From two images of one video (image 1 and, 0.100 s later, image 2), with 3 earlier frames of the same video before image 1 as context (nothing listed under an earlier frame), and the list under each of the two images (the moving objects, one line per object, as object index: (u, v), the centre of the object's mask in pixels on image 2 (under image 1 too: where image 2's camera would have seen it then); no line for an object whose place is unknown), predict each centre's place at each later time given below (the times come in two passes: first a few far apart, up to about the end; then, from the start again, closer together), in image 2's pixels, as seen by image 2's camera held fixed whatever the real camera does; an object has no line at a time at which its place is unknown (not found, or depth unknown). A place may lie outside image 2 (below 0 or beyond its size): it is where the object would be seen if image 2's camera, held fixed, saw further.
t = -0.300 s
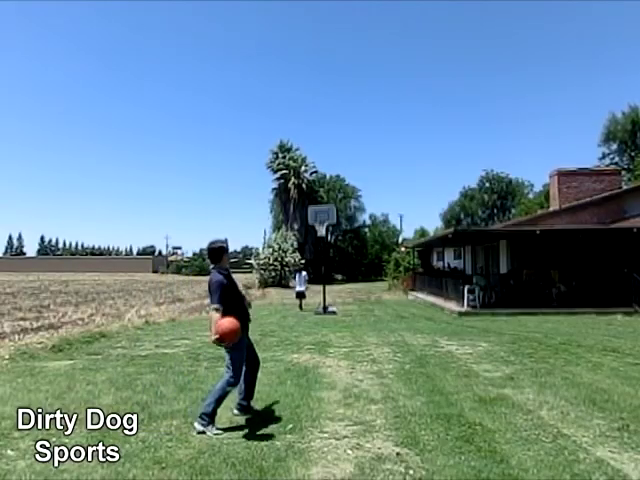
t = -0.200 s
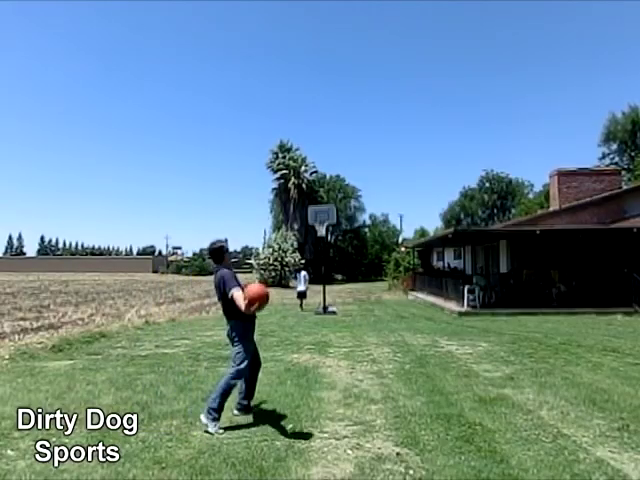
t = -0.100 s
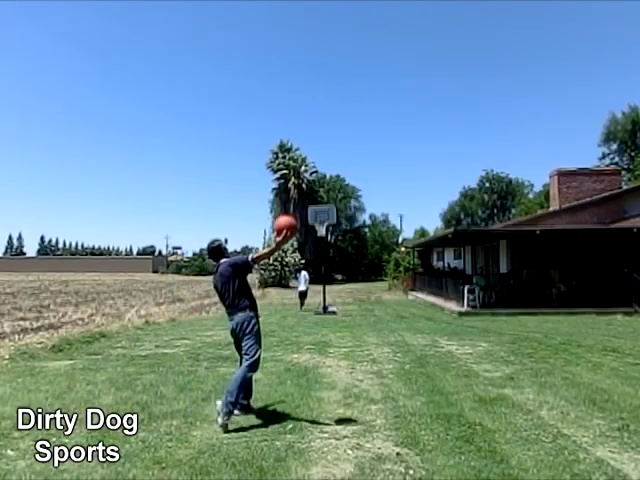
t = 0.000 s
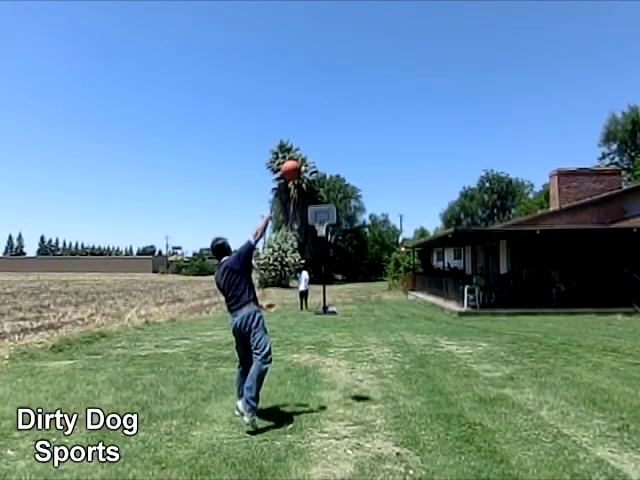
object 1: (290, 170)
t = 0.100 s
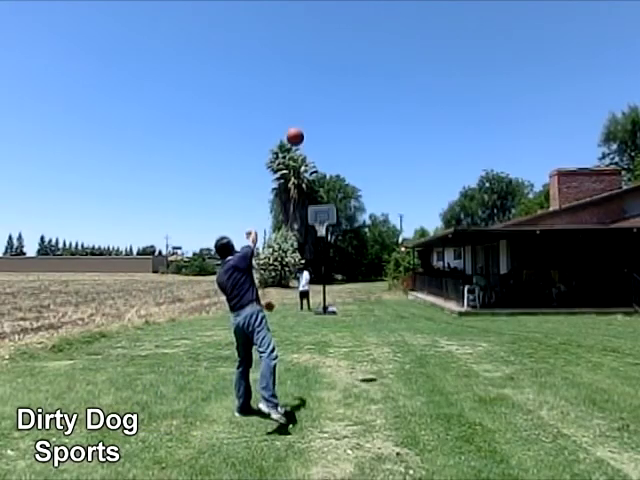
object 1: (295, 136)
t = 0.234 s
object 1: (299, 112)
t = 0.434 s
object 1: (305, 103)
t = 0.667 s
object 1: (311, 117)
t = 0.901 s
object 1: (316, 146)
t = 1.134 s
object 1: (319, 184)
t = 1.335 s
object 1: (322, 223)
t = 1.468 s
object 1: (318, 233)
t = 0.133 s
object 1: (296, 129)
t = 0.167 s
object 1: (297, 122)
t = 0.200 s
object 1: (298, 117)
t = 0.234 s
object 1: (299, 112)
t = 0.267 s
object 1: (300, 109)
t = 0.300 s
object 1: (302, 106)
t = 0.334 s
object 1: (303, 105)
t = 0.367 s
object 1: (304, 103)
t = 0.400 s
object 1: (304, 103)
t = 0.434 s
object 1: (305, 103)
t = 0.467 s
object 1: (306, 104)
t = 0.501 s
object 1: (307, 105)
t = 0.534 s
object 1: (308, 107)
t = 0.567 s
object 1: (309, 109)
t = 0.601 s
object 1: (310, 111)
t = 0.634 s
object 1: (310, 114)
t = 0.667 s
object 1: (311, 117)
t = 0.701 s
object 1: (312, 120)
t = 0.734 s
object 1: (313, 124)
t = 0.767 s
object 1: (313, 128)
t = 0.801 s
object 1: (314, 132)
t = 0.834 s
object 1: (315, 137)
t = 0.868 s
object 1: (316, 141)
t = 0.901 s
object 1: (316, 146)
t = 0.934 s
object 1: (317, 151)
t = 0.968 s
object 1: (317, 157)
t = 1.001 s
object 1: (318, 162)
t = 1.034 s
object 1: (318, 168)
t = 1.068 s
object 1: (319, 173)
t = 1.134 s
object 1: (319, 184)
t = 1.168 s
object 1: (320, 192)
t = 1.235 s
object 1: (321, 204)
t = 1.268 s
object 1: (321, 211)
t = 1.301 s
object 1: (321, 218)
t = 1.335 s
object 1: (322, 223)
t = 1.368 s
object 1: (321, 228)
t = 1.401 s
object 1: (320, 226)
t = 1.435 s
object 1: (318, 230)
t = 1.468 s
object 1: (318, 233)
